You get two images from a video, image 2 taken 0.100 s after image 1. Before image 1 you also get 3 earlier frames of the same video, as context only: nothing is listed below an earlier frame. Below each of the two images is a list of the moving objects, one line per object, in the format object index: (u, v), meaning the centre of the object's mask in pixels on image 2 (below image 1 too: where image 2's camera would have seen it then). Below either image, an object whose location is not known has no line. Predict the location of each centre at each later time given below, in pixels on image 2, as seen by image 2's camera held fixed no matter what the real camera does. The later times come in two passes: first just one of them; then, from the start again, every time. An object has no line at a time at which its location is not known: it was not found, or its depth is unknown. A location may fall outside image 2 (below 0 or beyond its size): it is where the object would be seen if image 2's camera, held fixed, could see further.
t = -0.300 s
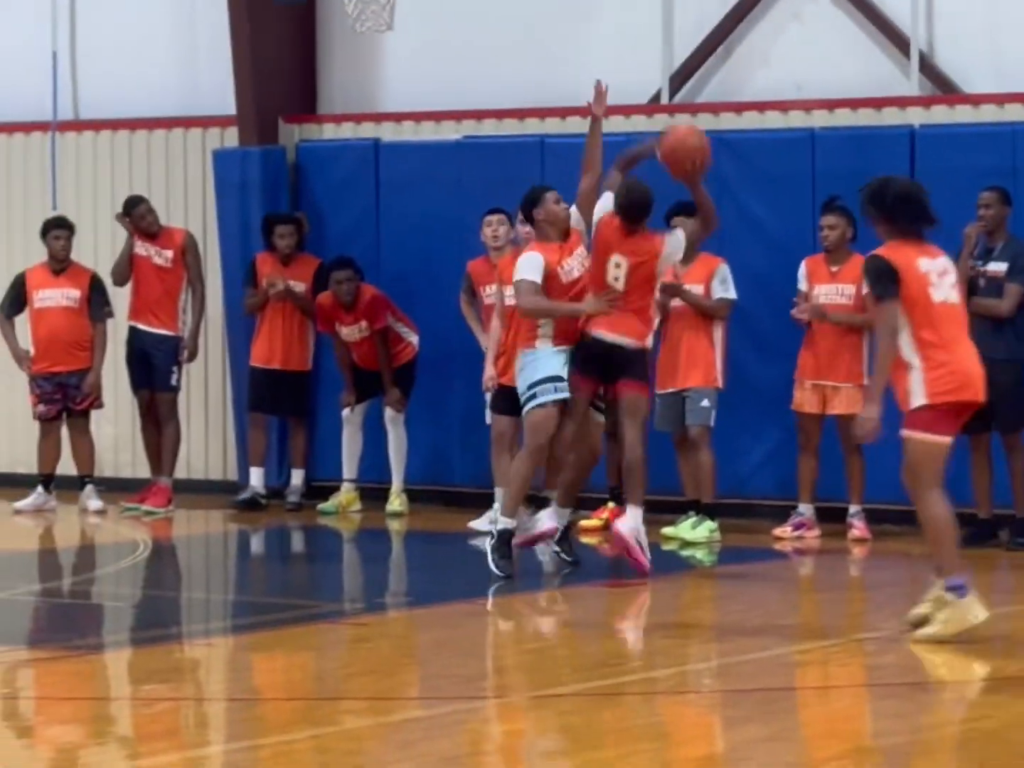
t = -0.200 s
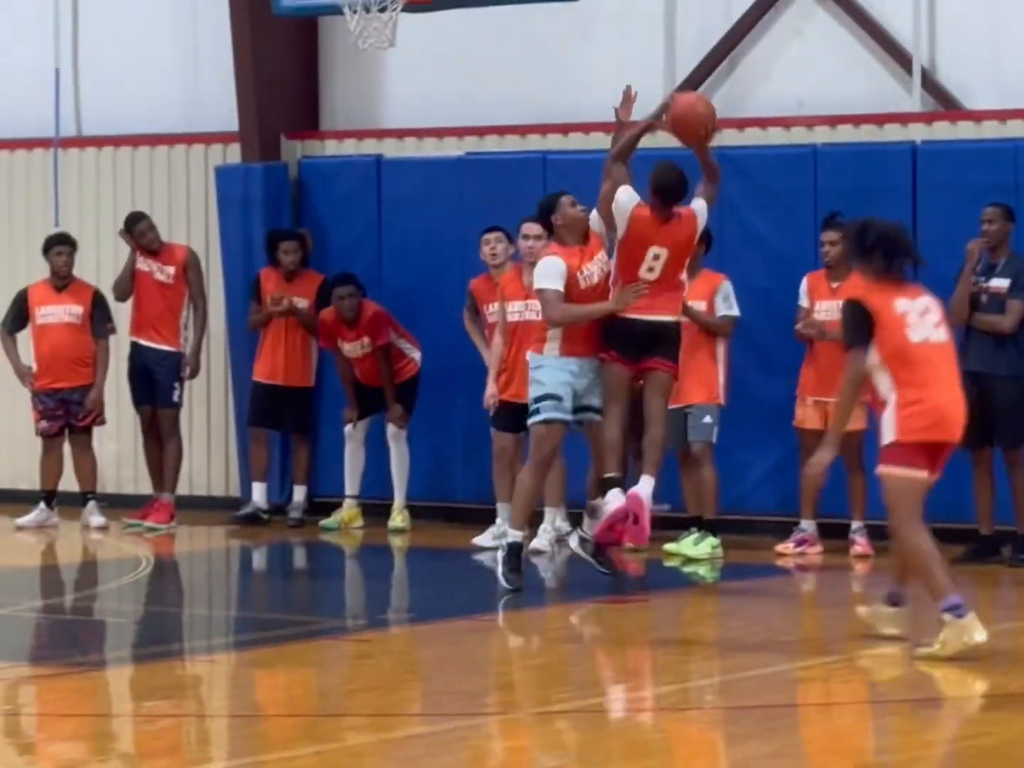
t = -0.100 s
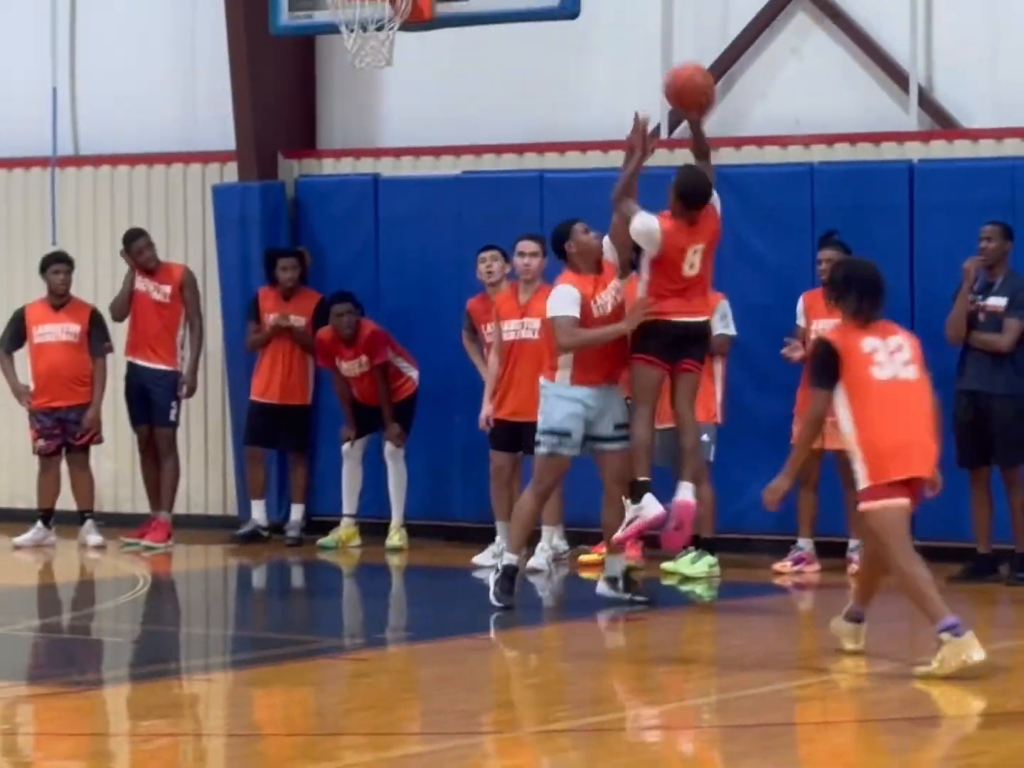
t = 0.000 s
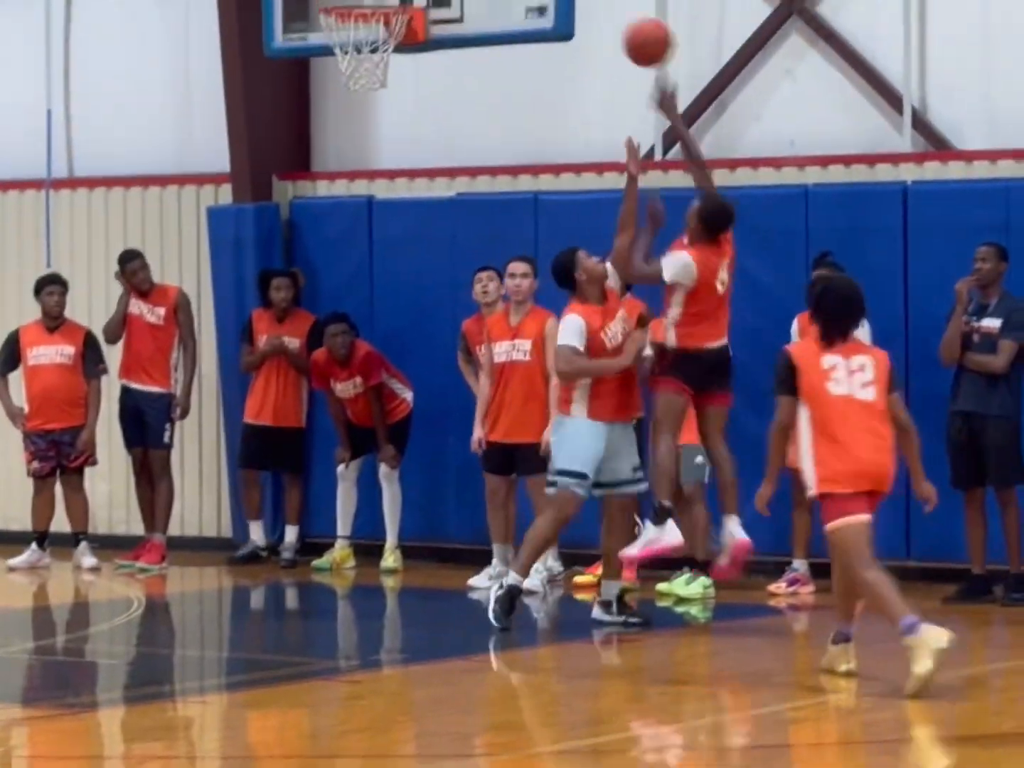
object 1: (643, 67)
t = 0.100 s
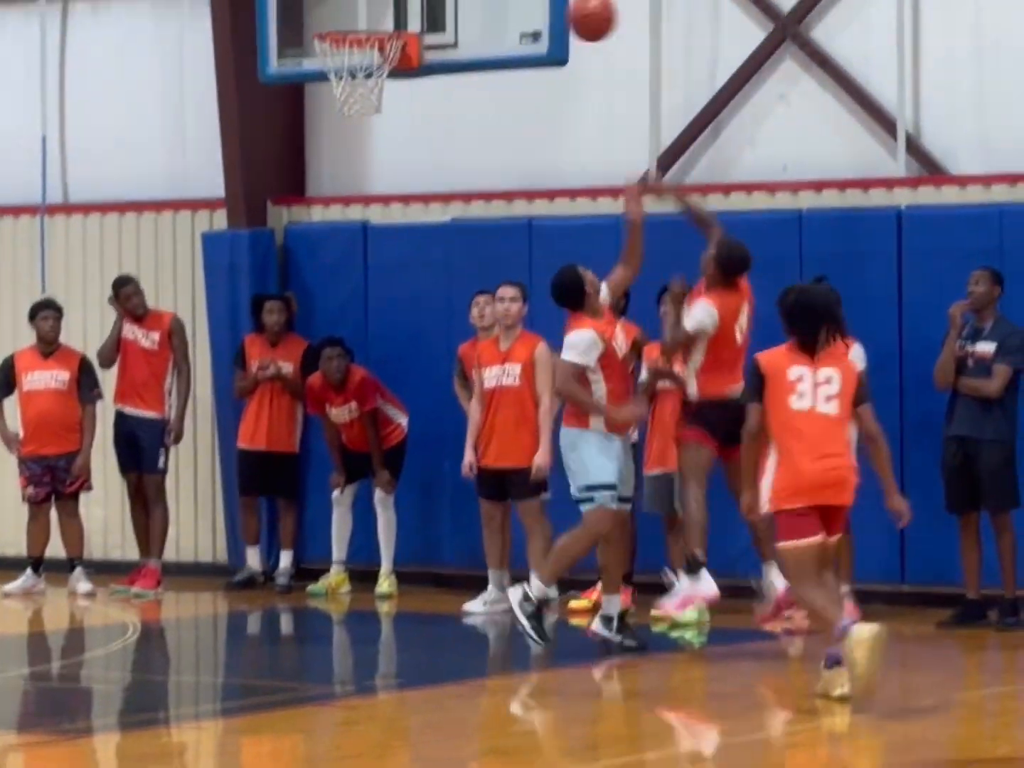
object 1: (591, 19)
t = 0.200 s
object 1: (544, -10)
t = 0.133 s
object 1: (574, 8)
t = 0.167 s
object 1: (559, -1)
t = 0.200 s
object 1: (544, -10)
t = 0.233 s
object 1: (528, -17)
